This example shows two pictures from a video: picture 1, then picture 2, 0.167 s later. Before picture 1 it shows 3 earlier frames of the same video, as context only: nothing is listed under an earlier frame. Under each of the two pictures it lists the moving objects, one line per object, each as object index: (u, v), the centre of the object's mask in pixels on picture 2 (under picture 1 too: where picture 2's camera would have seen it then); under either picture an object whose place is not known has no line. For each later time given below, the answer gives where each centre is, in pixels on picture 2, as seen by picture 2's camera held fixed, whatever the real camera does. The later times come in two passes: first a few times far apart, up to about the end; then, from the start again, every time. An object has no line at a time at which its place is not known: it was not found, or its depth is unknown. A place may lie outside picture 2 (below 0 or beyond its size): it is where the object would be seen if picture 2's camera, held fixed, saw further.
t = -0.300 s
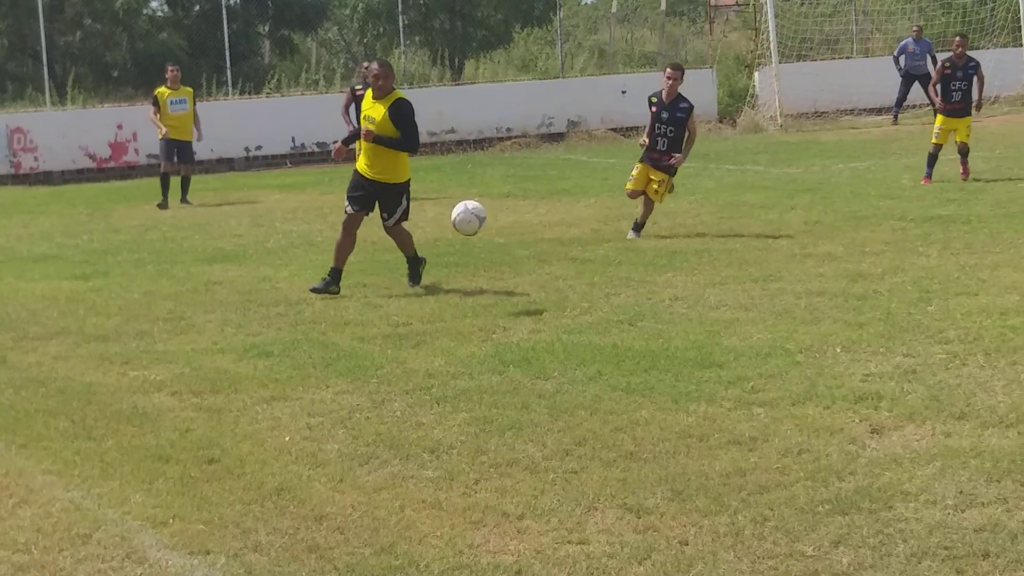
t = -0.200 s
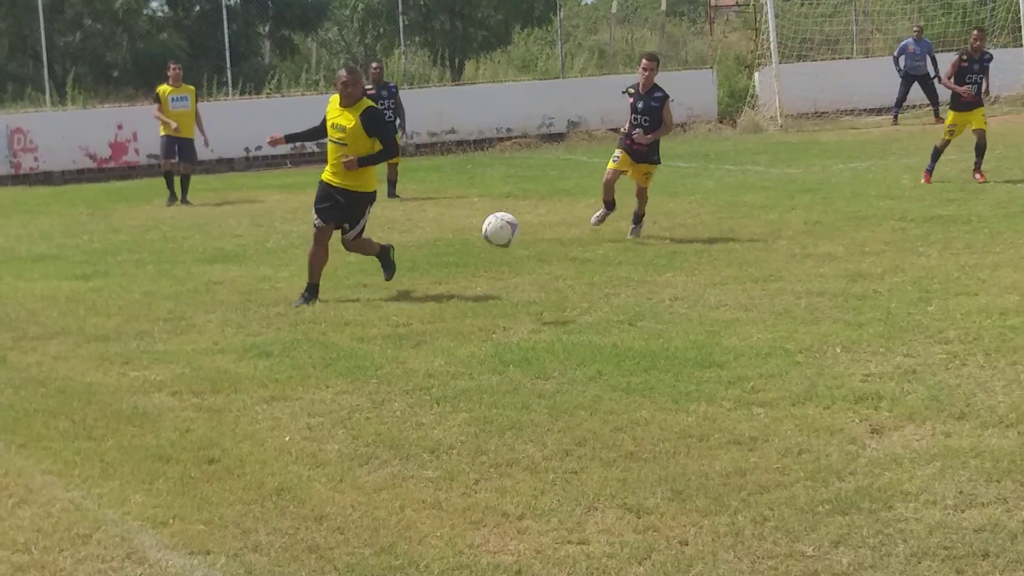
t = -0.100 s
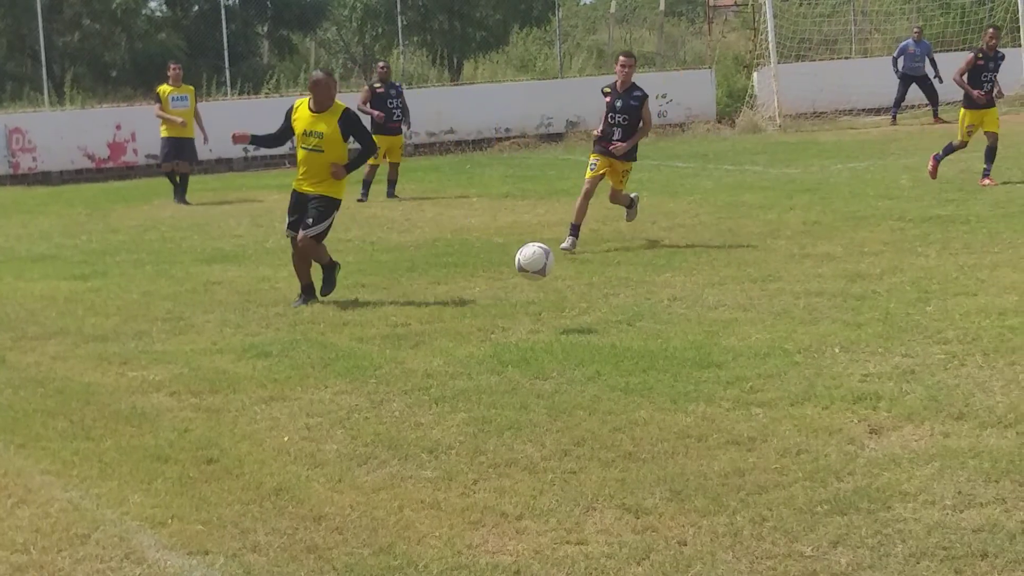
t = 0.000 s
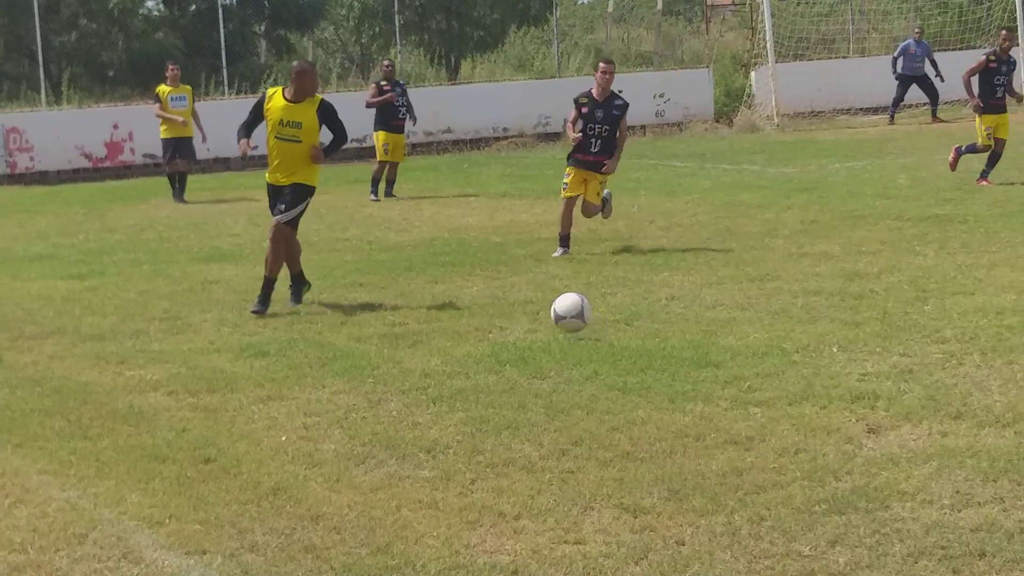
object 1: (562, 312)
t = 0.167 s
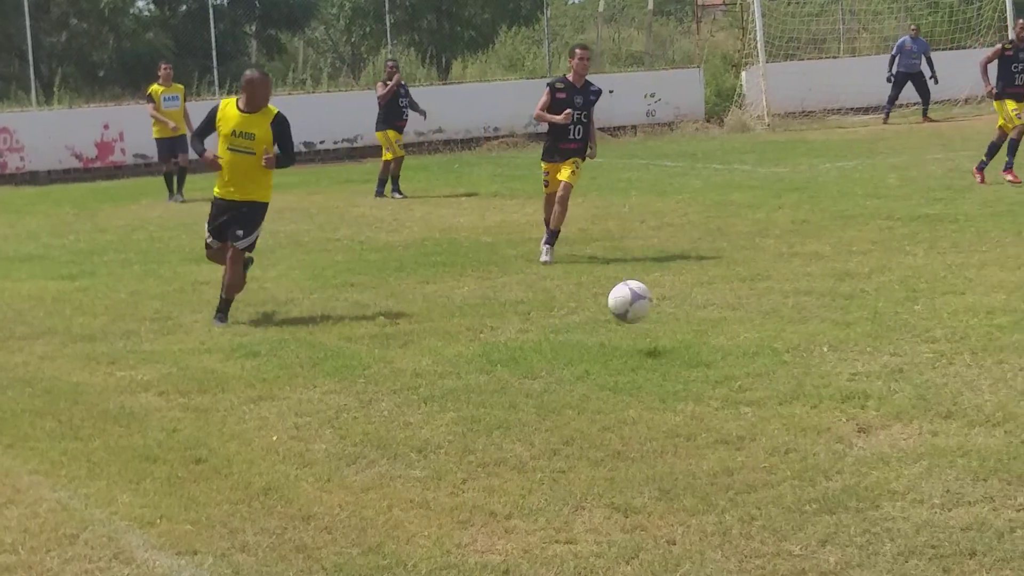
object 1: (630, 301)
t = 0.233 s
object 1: (660, 298)
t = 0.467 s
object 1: (784, 368)
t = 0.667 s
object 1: (900, 360)
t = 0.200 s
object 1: (644, 299)
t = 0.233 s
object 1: (660, 298)
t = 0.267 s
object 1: (676, 300)
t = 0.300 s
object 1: (692, 304)
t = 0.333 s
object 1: (709, 312)
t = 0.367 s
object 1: (727, 321)
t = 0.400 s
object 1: (746, 334)
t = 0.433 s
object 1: (764, 351)
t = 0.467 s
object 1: (784, 368)
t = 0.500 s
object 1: (804, 382)
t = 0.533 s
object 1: (822, 375)
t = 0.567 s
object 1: (840, 368)
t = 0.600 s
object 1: (858, 361)
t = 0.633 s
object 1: (879, 359)
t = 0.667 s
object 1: (900, 360)
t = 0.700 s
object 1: (920, 364)
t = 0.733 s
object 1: (944, 368)
